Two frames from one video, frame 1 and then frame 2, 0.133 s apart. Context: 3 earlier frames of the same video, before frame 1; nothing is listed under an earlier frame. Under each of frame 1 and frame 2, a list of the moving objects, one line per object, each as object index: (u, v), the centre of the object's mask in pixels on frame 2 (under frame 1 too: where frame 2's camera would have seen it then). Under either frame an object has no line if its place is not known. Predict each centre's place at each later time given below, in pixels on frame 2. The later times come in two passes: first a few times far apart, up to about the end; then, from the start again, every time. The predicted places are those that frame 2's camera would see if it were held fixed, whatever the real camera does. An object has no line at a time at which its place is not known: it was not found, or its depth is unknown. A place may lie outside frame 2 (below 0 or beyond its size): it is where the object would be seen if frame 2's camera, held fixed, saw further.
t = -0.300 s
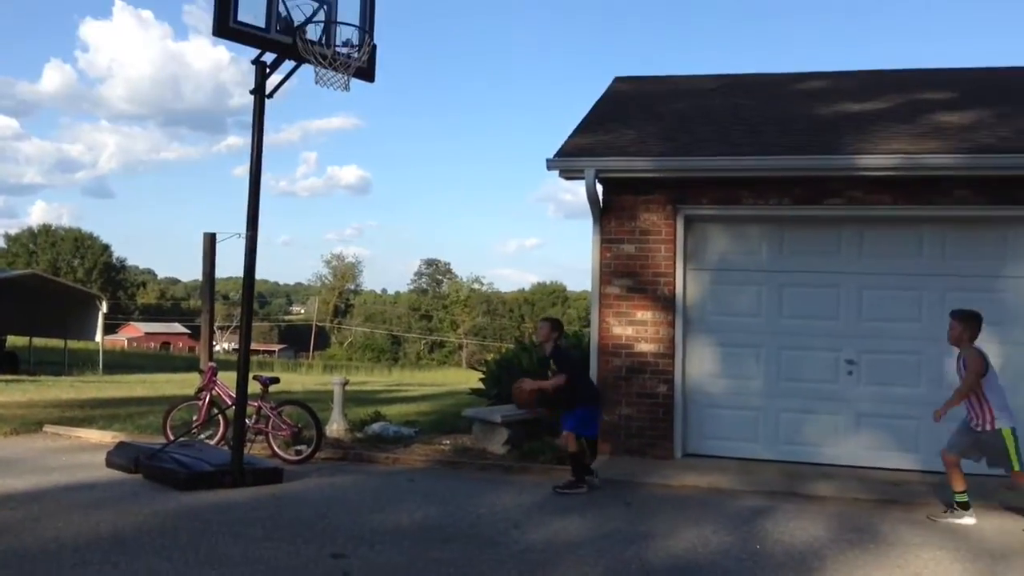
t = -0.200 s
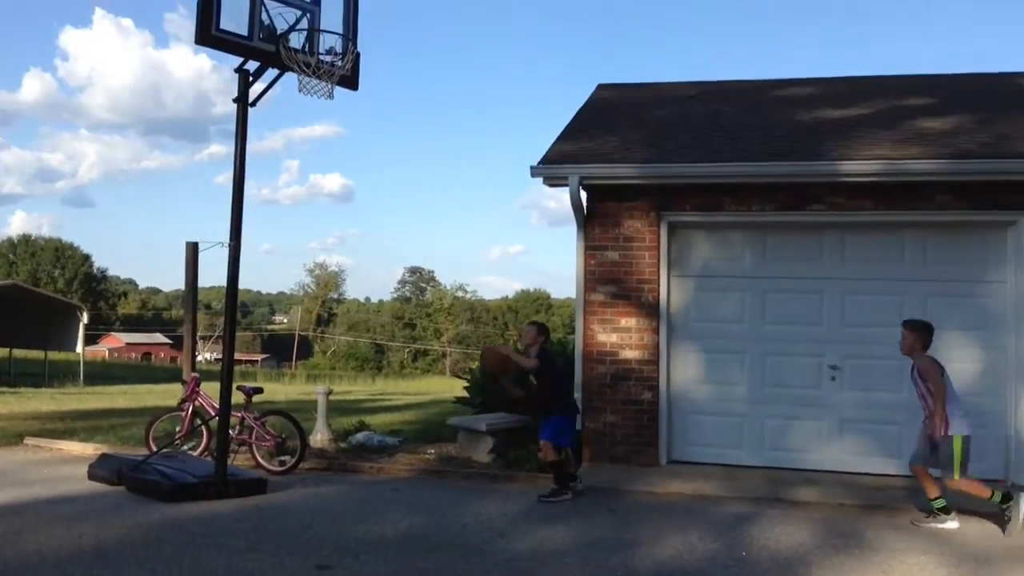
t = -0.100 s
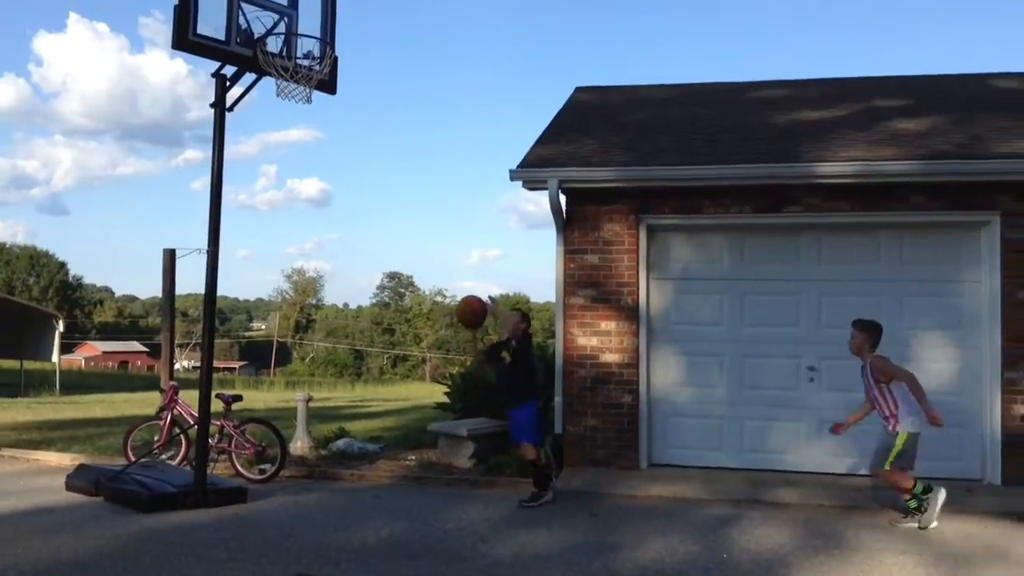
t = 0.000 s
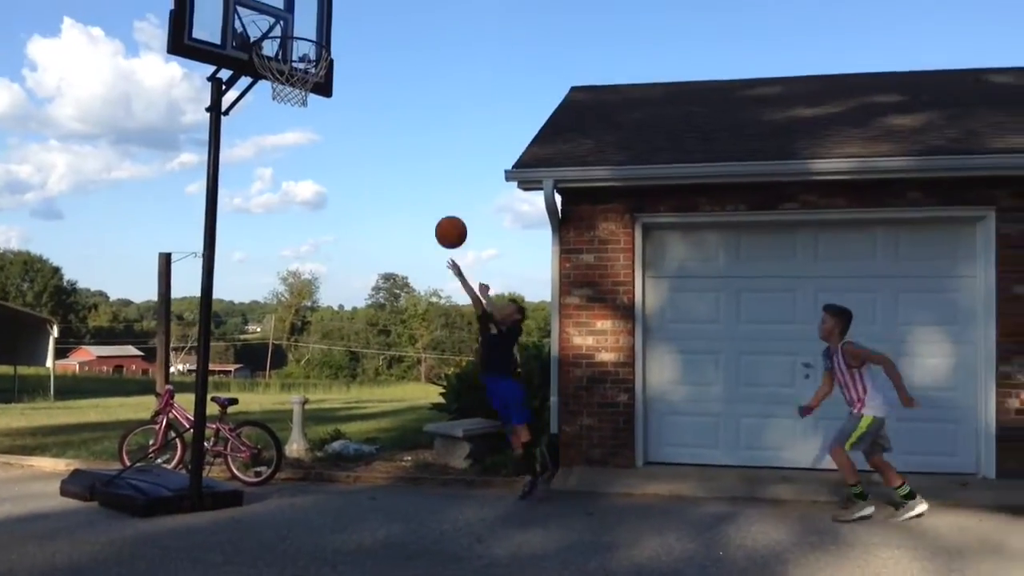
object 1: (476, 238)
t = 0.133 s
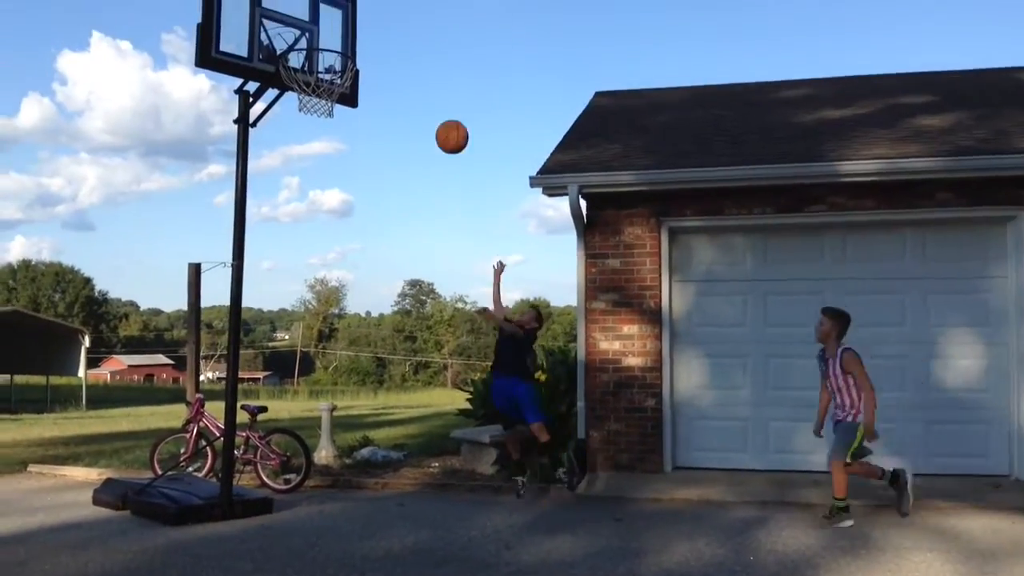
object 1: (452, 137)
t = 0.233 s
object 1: (434, 76)
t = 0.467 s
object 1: (386, -15)
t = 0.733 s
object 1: (332, -23)
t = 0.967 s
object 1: (285, 29)
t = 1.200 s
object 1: (264, 15)
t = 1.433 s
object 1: (243, 86)
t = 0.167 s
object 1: (445, 115)
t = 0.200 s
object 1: (440, 95)
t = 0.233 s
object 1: (434, 76)
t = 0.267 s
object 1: (428, 59)
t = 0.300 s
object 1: (421, 44)
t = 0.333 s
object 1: (415, 30)
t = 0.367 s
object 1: (408, 18)
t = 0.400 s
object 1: (401, 5)
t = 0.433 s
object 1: (394, -6)
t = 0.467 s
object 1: (386, -15)
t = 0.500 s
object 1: (379, -22)
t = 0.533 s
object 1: (372, -28)
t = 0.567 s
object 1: (367, -31)
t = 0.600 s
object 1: (360, -32)
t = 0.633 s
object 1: (353, -32)
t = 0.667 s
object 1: (347, -30)
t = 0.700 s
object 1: (340, -28)
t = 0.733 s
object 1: (332, -23)
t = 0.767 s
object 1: (325, -18)
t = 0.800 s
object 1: (319, -10)
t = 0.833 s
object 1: (311, -1)
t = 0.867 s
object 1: (303, 10)
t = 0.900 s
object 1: (296, 24)
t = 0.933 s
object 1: (289, 37)
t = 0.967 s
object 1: (285, 29)
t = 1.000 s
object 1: (283, 22)
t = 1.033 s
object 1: (280, 16)
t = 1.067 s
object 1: (277, 12)
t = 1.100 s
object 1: (273, 11)
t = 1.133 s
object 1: (272, 11)
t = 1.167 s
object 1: (268, 12)
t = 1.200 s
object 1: (264, 15)
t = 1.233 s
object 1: (262, 20)
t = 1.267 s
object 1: (258, 27)
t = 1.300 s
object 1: (254, 35)
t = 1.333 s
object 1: (251, 45)
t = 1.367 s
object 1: (248, 54)
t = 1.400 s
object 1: (246, 72)
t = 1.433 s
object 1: (243, 86)
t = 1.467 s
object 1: (240, 103)
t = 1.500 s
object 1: (236, 122)
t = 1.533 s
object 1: (233, 142)
